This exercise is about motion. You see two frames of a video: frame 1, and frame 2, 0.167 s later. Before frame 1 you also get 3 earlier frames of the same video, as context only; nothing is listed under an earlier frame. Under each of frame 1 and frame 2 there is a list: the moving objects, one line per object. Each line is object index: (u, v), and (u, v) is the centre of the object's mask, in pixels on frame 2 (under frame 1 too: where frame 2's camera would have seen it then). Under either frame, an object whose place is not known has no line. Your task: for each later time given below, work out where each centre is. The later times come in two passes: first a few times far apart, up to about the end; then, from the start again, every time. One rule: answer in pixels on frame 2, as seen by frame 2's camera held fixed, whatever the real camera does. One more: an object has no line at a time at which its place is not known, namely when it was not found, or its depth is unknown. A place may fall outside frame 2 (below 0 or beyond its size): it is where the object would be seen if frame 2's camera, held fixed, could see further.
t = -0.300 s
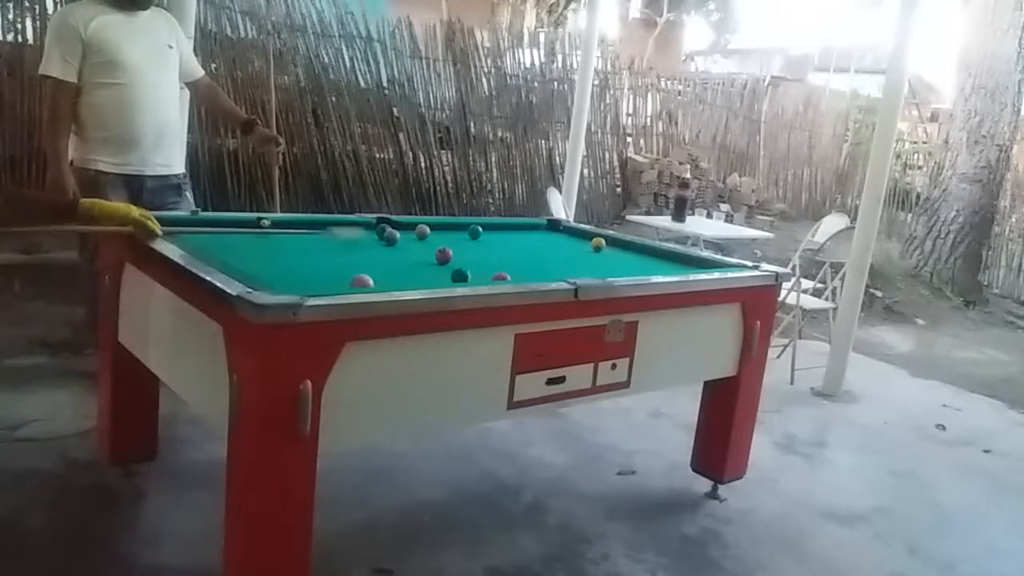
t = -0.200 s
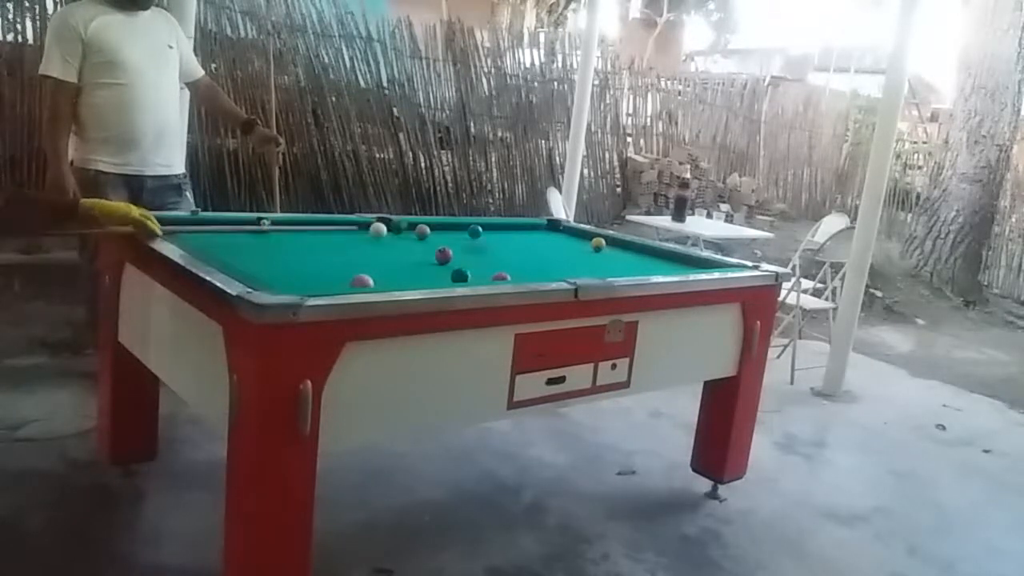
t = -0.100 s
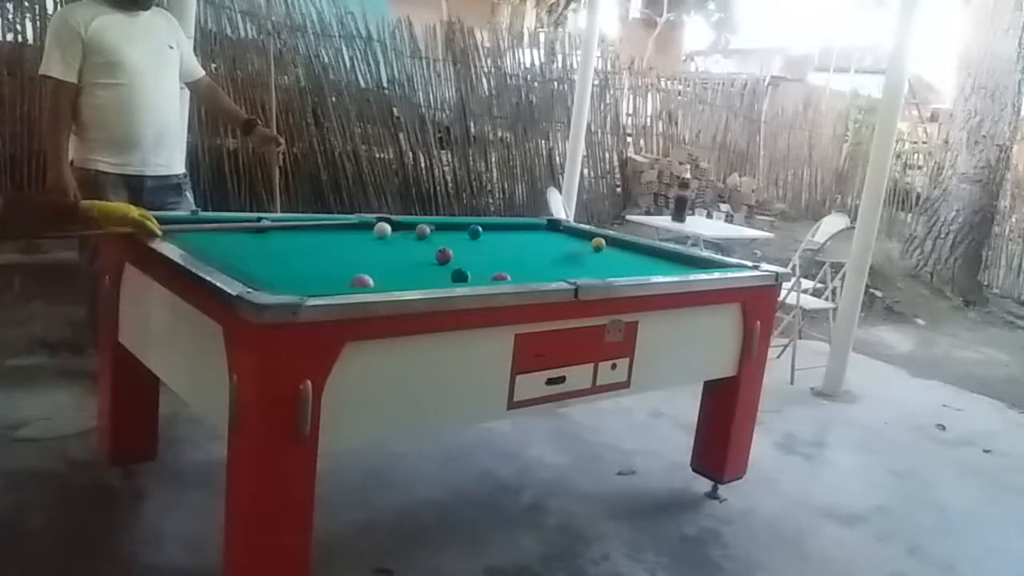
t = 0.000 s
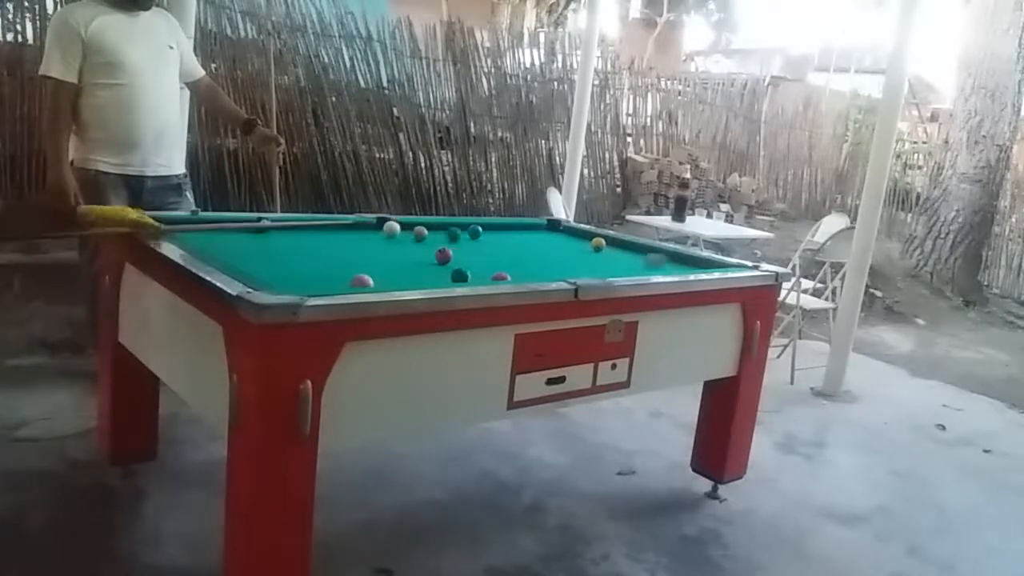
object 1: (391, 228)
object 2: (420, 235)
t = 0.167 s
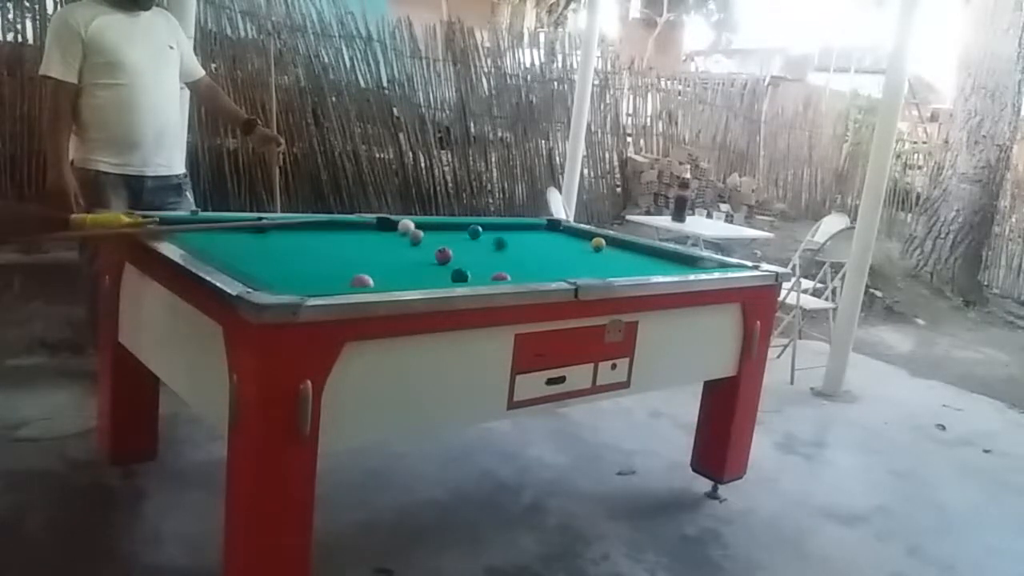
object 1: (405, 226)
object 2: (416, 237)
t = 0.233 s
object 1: (411, 225)
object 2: (415, 238)
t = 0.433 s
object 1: (430, 225)
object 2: (410, 242)
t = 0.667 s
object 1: (460, 226)
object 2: (405, 248)
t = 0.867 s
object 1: (485, 228)
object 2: (401, 252)
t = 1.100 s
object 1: (511, 230)
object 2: (396, 256)
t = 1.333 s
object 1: (535, 232)
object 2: (392, 262)
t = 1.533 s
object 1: (554, 233)
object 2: (388, 266)
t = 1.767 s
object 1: (576, 234)
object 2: (384, 272)
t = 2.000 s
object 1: (594, 234)
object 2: (381, 276)
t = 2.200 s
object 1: (590, 235)
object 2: (379, 278)
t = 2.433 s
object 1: (582, 235)
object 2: (380, 280)
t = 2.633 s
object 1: (573, 234)
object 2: (384, 281)
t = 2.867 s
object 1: (564, 233)
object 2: (388, 282)
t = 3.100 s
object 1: (556, 232)
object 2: (385, 281)
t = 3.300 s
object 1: (550, 231)
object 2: (385, 281)
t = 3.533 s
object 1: (544, 230)
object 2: (385, 281)
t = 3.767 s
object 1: (539, 229)
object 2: (386, 281)
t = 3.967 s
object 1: (535, 228)
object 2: (386, 282)
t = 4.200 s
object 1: (532, 228)
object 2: (386, 281)
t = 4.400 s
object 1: (530, 228)
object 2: (386, 281)
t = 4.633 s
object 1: (529, 227)
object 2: (386, 281)
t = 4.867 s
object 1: (529, 227)
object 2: (386, 281)
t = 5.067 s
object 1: (529, 227)
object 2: (386, 281)
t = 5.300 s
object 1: (530, 227)
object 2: (386, 281)
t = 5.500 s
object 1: (530, 227)
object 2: (386, 282)
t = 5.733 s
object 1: (530, 227)
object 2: (386, 281)
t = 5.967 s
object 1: (530, 227)
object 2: (386, 281)
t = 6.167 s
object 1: (529, 227)
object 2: (386, 281)
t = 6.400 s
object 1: (529, 228)
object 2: (386, 281)
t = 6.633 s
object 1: (530, 227)
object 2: (386, 281)
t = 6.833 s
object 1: (530, 227)
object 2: (386, 281)
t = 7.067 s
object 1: (529, 227)
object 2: (386, 281)
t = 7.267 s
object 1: (530, 227)
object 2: (386, 281)
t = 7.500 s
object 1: (529, 227)
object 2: (386, 281)
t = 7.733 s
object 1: (529, 227)
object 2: (386, 281)
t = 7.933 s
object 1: (529, 227)
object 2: (386, 281)
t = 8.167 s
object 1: (529, 227)
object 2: (386, 282)
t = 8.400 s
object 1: (530, 227)
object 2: (386, 282)
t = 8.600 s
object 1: (529, 227)
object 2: (386, 282)
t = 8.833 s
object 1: (530, 227)
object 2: (386, 281)
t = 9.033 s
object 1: (529, 227)
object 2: (386, 282)
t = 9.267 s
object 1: (530, 227)
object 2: (386, 282)
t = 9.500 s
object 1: (530, 227)
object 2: (386, 282)
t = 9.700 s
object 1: (530, 227)
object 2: (386, 282)
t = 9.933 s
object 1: (530, 227)
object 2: (386, 282)
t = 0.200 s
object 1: (408, 225)
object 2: (415, 238)
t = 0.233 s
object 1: (411, 225)
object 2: (415, 238)
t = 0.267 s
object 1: (414, 225)
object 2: (414, 239)
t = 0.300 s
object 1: (417, 225)
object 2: (412, 240)
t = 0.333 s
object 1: (419, 225)
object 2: (412, 240)
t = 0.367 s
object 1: (422, 225)
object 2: (411, 241)
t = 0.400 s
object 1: (426, 224)
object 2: (411, 241)
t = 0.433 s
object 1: (430, 225)
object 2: (410, 242)
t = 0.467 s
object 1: (434, 225)
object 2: (410, 243)
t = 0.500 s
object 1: (439, 225)
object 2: (409, 244)
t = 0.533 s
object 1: (443, 226)
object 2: (408, 245)
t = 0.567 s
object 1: (447, 226)
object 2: (408, 245)
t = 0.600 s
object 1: (452, 226)
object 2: (407, 246)
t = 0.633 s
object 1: (456, 226)
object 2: (406, 247)
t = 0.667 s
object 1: (460, 226)
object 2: (405, 248)
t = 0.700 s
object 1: (463, 226)
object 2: (404, 248)
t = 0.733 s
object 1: (466, 226)
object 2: (404, 249)
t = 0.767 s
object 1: (471, 224)
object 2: (403, 249)
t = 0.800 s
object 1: (477, 225)
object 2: (403, 250)
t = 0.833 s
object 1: (483, 226)
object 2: (401, 252)
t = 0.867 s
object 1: (485, 228)
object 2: (401, 252)
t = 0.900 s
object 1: (488, 229)
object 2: (400, 252)
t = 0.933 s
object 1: (492, 229)
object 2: (400, 253)
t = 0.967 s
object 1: (496, 229)
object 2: (399, 254)
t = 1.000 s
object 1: (499, 229)
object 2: (398, 254)
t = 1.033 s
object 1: (503, 230)
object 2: (398, 255)
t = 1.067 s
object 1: (507, 230)
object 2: (397, 256)
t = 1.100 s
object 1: (511, 230)
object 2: (396, 256)
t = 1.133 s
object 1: (514, 231)
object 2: (396, 257)
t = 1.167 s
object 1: (518, 231)
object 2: (395, 258)
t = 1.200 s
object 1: (521, 231)
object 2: (395, 258)
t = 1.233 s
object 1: (525, 231)
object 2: (394, 259)
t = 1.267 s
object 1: (528, 232)
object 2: (393, 260)
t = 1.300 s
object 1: (532, 232)
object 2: (393, 260)
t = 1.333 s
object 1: (535, 232)
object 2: (392, 262)
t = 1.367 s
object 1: (539, 232)
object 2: (391, 263)
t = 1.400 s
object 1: (542, 232)
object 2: (391, 263)
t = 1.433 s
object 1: (545, 232)
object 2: (390, 264)
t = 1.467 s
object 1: (548, 232)
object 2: (390, 265)
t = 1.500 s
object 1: (551, 233)
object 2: (388, 266)
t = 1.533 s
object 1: (554, 233)
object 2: (388, 266)
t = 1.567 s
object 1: (558, 233)
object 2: (387, 267)
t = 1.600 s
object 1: (561, 233)
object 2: (387, 268)
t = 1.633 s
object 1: (564, 234)
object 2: (386, 269)
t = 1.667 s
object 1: (567, 234)
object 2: (386, 270)
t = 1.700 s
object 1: (570, 234)
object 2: (385, 270)
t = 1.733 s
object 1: (573, 234)
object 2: (384, 271)
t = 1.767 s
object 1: (576, 234)
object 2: (384, 272)
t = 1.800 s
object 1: (579, 235)
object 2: (383, 273)
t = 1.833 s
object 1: (582, 235)
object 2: (382, 274)
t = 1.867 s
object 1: (584, 234)
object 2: (382, 274)
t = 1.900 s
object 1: (587, 235)
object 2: (382, 275)
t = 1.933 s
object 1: (589, 234)
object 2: (381, 275)
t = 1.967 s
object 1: (592, 234)
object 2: (381, 275)
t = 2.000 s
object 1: (594, 234)
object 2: (381, 276)
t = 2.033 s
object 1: (595, 234)
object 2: (380, 276)
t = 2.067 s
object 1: (594, 234)
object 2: (380, 277)
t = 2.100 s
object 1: (593, 234)
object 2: (380, 277)
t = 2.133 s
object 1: (592, 234)
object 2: (379, 277)
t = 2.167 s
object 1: (592, 235)
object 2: (379, 278)
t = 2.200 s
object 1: (590, 235)
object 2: (379, 278)
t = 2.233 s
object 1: (589, 235)
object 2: (379, 278)
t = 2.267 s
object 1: (588, 235)
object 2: (378, 278)
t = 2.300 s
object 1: (587, 235)
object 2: (378, 279)
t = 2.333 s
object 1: (586, 235)
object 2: (378, 279)
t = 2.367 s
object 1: (585, 236)
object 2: (379, 279)
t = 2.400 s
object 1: (583, 236)
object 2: (379, 280)
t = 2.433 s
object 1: (582, 235)
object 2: (380, 280)
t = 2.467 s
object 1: (580, 235)
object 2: (381, 280)
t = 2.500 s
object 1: (579, 235)
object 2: (381, 280)
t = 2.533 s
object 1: (577, 234)
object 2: (382, 280)
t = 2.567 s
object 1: (576, 234)
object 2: (382, 280)
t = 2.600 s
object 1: (574, 234)
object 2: (383, 281)
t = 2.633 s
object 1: (573, 234)
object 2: (384, 281)
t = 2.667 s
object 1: (572, 234)
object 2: (385, 281)
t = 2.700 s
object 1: (571, 234)
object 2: (385, 281)
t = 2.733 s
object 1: (569, 234)
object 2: (385, 281)
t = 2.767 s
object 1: (568, 233)
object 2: (387, 281)
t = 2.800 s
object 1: (567, 233)
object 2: (387, 282)
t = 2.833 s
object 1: (565, 233)
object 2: (387, 282)
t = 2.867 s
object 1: (564, 233)
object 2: (388, 282)
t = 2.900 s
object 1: (563, 233)
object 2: (388, 282)
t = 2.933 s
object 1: (561, 232)
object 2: (387, 282)
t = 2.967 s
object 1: (560, 232)
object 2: (387, 282)
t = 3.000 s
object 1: (559, 232)
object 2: (387, 282)
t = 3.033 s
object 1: (558, 232)
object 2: (386, 281)
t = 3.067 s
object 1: (557, 232)
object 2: (386, 282)
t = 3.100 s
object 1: (556, 232)
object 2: (385, 281)
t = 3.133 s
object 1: (555, 231)
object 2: (385, 281)
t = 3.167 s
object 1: (554, 231)
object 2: (385, 281)
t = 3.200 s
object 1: (552, 231)
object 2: (385, 281)
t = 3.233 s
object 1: (552, 231)
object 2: (385, 281)
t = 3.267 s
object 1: (551, 231)
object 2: (385, 281)
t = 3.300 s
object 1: (550, 231)
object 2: (385, 281)
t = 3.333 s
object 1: (549, 231)
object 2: (385, 281)
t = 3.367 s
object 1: (548, 230)
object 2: (385, 281)
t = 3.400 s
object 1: (547, 230)
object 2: (385, 281)
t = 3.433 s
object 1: (546, 230)
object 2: (385, 281)
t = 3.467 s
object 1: (545, 230)
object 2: (385, 281)
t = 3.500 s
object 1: (544, 230)
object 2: (385, 281)
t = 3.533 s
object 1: (544, 230)
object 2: (385, 281)
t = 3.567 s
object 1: (543, 229)
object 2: (386, 281)
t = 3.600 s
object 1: (542, 230)
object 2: (386, 282)
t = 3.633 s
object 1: (541, 229)
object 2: (386, 281)
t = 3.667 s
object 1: (541, 229)
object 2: (387, 282)
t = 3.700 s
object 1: (540, 229)
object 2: (387, 282)
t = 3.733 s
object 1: (539, 229)
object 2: (387, 282)
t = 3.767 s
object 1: (539, 229)
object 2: (386, 281)
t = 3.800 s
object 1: (538, 229)
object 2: (386, 281)
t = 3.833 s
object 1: (537, 229)
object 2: (386, 282)
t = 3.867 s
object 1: (537, 229)
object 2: (386, 282)
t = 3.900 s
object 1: (536, 228)
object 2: (386, 282)
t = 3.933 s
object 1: (536, 228)
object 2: (386, 282)
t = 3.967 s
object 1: (535, 228)
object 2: (386, 282)
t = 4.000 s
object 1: (535, 228)
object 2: (386, 281)
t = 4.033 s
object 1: (534, 228)
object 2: (386, 281)
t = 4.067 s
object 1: (534, 228)
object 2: (386, 281)
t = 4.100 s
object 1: (533, 228)
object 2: (386, 281)
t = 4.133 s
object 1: (533, 228)
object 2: (385, 281)
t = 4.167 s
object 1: (532, 228)
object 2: (385, 281)
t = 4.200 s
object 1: (532, 228)
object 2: (386, 281)
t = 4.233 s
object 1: (532, 228)
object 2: (386, 281)
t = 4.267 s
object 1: (532, 228)
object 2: (386, 281)
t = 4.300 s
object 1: (531, 228)
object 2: (386, 281)
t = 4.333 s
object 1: (531, 228)
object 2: (386, 281)
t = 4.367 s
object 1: (531, 228)
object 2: (386, 281)
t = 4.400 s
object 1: (530, 228)
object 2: (386, 281)
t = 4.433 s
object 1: (530, 228)
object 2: (386, 281)
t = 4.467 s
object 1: (530, 227)
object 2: (386, 281)
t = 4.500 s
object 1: (530, 227)
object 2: (386, 281)
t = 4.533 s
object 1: (530, 227)
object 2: (386, 281)
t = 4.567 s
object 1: (530, 227)
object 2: (386, 281)
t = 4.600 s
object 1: (530, 227)
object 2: (386, 281)
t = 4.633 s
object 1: (529, 227)
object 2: (386, 281)
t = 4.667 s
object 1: (529, 227)
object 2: (386, 281)
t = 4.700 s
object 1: (529, 227)
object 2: (386, 281)
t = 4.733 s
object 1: (529, 227)
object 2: (386, 281)
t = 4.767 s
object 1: (529, 227)
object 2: (386, 281)
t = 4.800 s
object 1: (529, 228)
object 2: (386, 281)
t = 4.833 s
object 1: (529, 227)
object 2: (386, 281)
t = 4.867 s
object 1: (529, 227)
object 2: (386, 281)
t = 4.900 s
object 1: (529, 227)
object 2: (386, 281)
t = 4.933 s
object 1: (529, 227)
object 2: (386, 281)
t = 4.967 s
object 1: (529, 227)
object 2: (386, 281)
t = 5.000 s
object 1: (529, 227)
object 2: (386, 281)
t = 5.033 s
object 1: (529, 227)
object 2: (386, 281)
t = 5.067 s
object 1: (529, 227)
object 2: (386, 281)
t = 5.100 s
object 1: (529, 227)
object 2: (386, 281)
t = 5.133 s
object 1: (529, 227)
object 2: (386, 281)
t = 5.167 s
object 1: (530, 227)
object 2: (386, 282)
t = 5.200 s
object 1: (530, 227)
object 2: (386, 282)
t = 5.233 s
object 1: (530, 227)
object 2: (386, 282)
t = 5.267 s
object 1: (530, 227)
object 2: (386, 282)
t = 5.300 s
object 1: (530, 227)
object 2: (386, 281)
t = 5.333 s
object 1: (530, 227)
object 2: (386, 282)
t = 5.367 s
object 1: (530, 227)
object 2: (386, 282)
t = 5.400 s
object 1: (530, 227)
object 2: (386, 282)
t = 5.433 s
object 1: (530, 227)
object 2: (386, 282)
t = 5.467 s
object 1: (530, 227)
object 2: (386, 282)
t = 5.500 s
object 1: (530, 227)
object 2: (386, 282)
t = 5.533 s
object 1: (530, 227)
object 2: (386, 282)
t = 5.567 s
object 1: (530, 227)
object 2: (386, 282)
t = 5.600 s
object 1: (530, 227)
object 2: (386, 282)
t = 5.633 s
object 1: (530, 227)
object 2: (386, 282)
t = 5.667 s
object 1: (530, 227)
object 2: (386, 282)
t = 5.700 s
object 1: (530, 227)
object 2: (386, 281)
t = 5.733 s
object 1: (530, 227)
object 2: (386, 281)
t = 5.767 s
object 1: (530, 227)
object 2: (386, 281)
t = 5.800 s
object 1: (530, 227)
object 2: (386, 281)
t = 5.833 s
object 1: (530, 227)
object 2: (386, 281)
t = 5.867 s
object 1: (529, 227)
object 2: (386, 281)
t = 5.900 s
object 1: (529, 227)
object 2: (386, 281)
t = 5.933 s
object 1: (529, 227)
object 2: (386, 281)
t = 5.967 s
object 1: (530, 227)
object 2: (386, 281)
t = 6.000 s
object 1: (530, 227)
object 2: (386, 281)
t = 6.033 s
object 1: (529, 227)
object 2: (386, 281)
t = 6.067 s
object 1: (529, 227)
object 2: (386, 281)
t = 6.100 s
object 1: (529, 227)
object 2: (386, 281)
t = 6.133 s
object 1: (529, 227)
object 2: (386, 281)
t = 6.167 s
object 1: (529, 227)
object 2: (386, 281)
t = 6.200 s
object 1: (529, 227)
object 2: (386, 281)
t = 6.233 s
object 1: (529, 227)
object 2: (386, 281)
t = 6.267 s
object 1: (529, 227)
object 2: (386, 281)
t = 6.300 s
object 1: (530, 227)
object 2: (386, 281)
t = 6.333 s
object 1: (529, 227)
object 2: (386, 281)
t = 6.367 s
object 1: (529, 227)
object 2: (386, 281)
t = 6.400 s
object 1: (529, 228)
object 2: (386, 281)
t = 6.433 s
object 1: (530, 227)
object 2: (386, 281)
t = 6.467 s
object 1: (529, 227)
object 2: (386, 281)
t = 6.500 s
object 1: (530, 227)
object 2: (386, 281)
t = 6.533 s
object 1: (529, 227)
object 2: (386, 281)
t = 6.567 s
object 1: (529, 228)
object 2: (386, 281)
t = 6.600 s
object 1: (529, 228)
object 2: (386, 281)
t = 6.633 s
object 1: (530, 227)
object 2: (386, 281)
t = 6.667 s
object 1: (529, 228)
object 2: (386, 281)
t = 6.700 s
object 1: (530, 227)
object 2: (386, 281)
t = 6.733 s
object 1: (530, 227)
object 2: (386, 281)
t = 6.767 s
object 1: (529, 227)
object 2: (386, 281)
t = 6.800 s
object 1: (530, 227)
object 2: (386, 281)
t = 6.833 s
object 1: (530, 227)
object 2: (386, 281)
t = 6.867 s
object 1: (529, 227)
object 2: (386, 281)
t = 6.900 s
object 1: (529, 227)
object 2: (386, 281)
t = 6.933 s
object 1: (529, 227)
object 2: (386, 281)
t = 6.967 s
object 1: (530, 227)
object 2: (386, 281)
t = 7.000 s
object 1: (529, 227)
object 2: (386, 281)
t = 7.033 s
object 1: (529, 227)
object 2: (386, 281)
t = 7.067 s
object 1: (529, 227)
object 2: (386, 281)
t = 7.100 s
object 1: (529, 227)
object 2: (386, 281)
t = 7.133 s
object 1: (529, 227)
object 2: (386, 281)
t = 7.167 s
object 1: (529, 227)
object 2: (386, 281)
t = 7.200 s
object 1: (529, 227)
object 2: (386, 281)
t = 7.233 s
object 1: (530, 227)
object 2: (386, 281)
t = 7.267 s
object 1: (530, 227)
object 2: (386, 281)
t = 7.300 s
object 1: (529, 227)
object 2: (386, 281)
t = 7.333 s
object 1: (529, 227)
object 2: (386, 281)
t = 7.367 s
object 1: (530, 227)
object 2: (386, 281)
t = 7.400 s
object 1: (529, 227)
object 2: (386, 281)
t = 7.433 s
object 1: (529, 227)
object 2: (386, 281)
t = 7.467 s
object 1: (529, 227)
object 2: (386, 281)
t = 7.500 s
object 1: (529, 227)
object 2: (386, 281)
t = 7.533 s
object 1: (530, 227)
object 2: (386, 281)
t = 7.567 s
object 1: (529, 227)
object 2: (386, 281)
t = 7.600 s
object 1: (529, 227)
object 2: (386, 281)
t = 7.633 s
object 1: (529, 227)
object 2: (386, 281)
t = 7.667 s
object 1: (529, 227)
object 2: (386, 281)
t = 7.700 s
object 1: (529, 227)
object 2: (386, 281)
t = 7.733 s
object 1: (529, 227)
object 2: (386, 281)
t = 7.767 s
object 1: (530, 227)
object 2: (386, 282)
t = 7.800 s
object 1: (530, 227)
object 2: (386, 282)
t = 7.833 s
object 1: (529, 227)
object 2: (386, 282)
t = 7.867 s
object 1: (529, 227)
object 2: (386, 282)
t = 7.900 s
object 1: (529, 227)
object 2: (386, 282)
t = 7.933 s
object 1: (529, 227)
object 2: (386, 281)
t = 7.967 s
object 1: (529, 227)
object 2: (386, 281)
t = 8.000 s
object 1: (529, 227)
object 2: (386, 281)
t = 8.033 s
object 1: (529, 227)
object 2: (386, 282)
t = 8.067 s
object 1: (529, 227)
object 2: (386, 282)
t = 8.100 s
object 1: (530, 227)
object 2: (386, 282)
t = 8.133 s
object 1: (529, 227)
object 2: (386, 282)
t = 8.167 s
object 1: (529, 227)
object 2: (386, 282)
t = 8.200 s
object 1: (529, 227)
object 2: (386, 282)
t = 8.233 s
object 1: (529, 227)
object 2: (386, 282)
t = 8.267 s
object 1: (529, 227)
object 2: (386, 282)
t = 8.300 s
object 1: (529, 227)
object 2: (386, 282)
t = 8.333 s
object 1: (529, 227)
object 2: (386, 282)
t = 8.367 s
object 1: (529, 227)
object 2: (386, 282)
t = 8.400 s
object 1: (530, 227)
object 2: (386, 282)
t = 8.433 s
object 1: (530, 227)
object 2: (386, 282)
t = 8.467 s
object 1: (529, 227)
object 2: (386, 282)
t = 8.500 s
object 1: (529, 227)
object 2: (386, 282)
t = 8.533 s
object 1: (529, 227)
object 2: (386, 282)
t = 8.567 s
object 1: (529, 227)
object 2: (386, 281)
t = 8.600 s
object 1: (529, 227)
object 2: (386, 282)
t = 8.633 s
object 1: (529, 227)
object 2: (386, 282)
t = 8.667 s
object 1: (529, 227)
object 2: (386, 281)
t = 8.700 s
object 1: (530, 227)
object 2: (386, 282)
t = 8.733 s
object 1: (530, 227)
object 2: (386, 282)
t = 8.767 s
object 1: (530, 227)
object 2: (386, 281)
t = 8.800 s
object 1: (530, 227)
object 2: (386, 281)
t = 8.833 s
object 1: (530, 227)
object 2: (386, 281)
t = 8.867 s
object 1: (530, 227)
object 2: (386, 282)
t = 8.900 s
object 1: (529, 227)
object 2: (386, 282)
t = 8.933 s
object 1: (529, 227)
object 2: (386, 282)
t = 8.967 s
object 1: (529, 227)
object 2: (386, 282)
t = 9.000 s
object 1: (529, 227)
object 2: (386, 282)
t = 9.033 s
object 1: (529, 227)
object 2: (386, 282)
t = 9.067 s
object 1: (529, 227)
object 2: (386, 282)
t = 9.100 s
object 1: (529, 227)
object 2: (386, 282)
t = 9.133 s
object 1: (529, 227)
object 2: (386, 282)
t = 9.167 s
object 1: (529, 227)
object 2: (386, 282)
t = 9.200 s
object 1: (529, 227)
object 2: (386, 282)
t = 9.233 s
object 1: (529, 227)
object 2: (386, 282)
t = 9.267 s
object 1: (530, 227)
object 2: (386, 282)
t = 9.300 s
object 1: (530, 227)
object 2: (386, 282)
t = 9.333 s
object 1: (529, 227)
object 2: (386, 282)
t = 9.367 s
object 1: (529, 227)
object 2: (386, 282)
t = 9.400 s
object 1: (530, 227)
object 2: (386, 282)
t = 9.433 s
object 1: (530, 227)
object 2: (386, 282)
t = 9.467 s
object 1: (530, 227)
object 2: (386, 282)
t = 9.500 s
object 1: (530, 227)
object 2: (386, 282)
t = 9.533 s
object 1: (530, 227)
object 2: (386, 282)
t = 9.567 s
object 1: (530, 227)
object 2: (386, 282)
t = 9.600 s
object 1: (530, 227)
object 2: (386, 282)
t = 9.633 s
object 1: (530, 227)
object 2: (386, 282)
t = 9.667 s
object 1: (529, 227)
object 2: (386, 282)
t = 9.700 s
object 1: (530, 227)
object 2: (386, 282)
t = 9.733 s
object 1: (530, 227)
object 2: (386, 282)
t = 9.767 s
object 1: (530, 227)
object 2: (386, 282)
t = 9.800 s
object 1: (530, 227)
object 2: (386, 282)
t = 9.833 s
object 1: (530, 227)
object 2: (386, 282)
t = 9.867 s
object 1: (530, 227)
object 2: (386, 282)
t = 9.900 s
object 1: (530, 227)
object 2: (386, 282)
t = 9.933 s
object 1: (530, 227)
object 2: (386, 282)
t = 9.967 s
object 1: (530, 227)
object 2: (386, 282)
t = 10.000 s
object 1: (530, 227)
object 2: (386, 282)
